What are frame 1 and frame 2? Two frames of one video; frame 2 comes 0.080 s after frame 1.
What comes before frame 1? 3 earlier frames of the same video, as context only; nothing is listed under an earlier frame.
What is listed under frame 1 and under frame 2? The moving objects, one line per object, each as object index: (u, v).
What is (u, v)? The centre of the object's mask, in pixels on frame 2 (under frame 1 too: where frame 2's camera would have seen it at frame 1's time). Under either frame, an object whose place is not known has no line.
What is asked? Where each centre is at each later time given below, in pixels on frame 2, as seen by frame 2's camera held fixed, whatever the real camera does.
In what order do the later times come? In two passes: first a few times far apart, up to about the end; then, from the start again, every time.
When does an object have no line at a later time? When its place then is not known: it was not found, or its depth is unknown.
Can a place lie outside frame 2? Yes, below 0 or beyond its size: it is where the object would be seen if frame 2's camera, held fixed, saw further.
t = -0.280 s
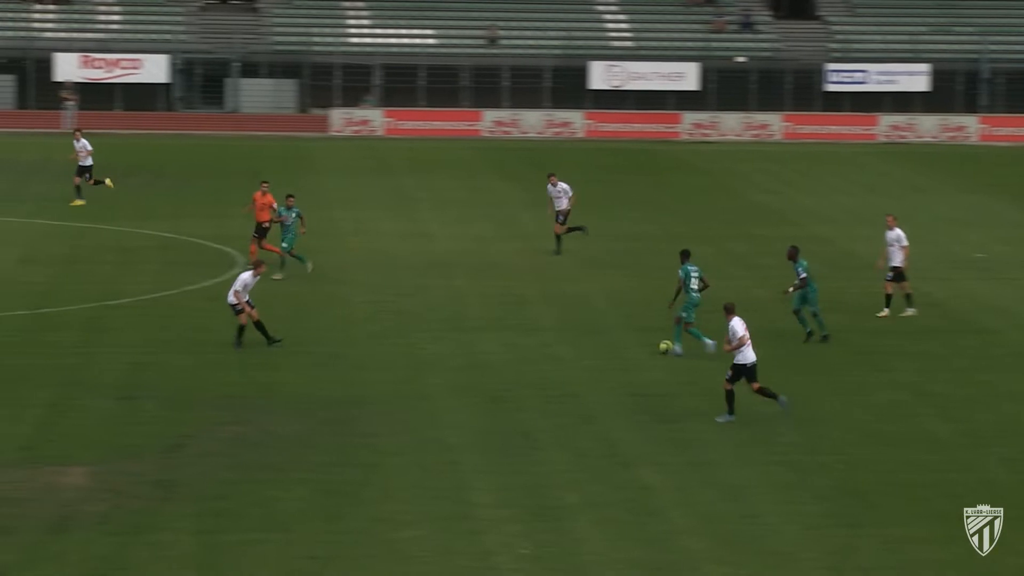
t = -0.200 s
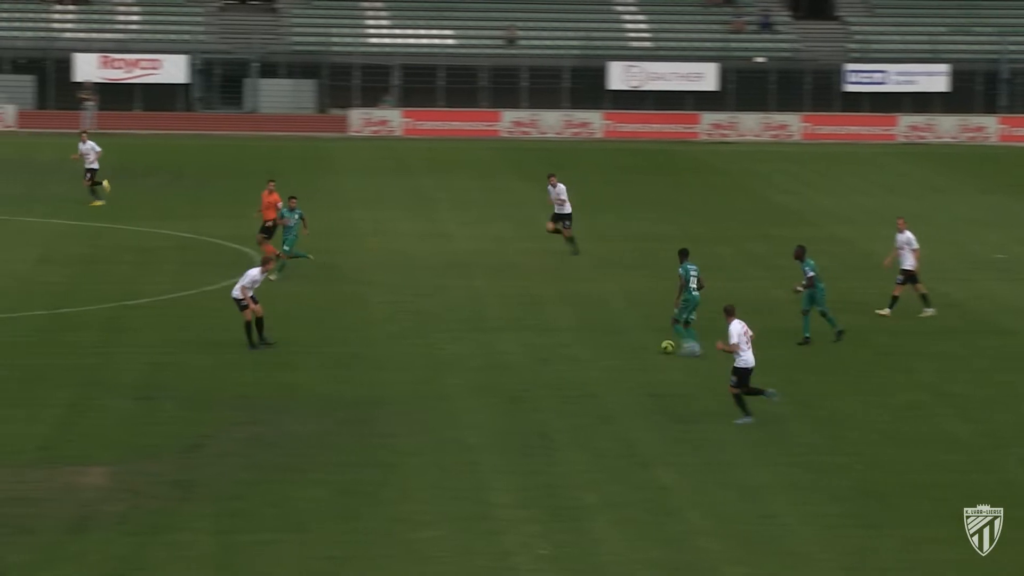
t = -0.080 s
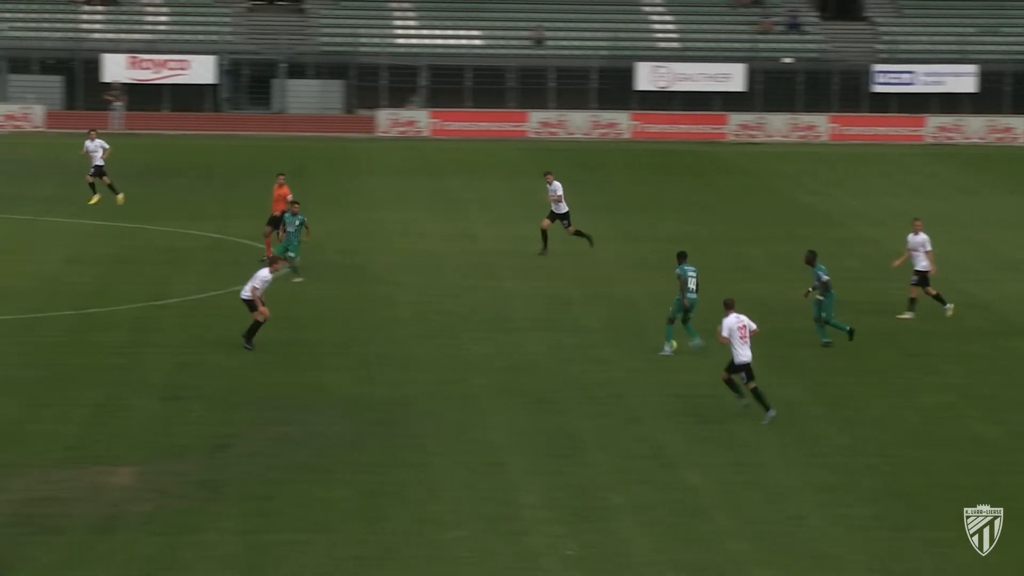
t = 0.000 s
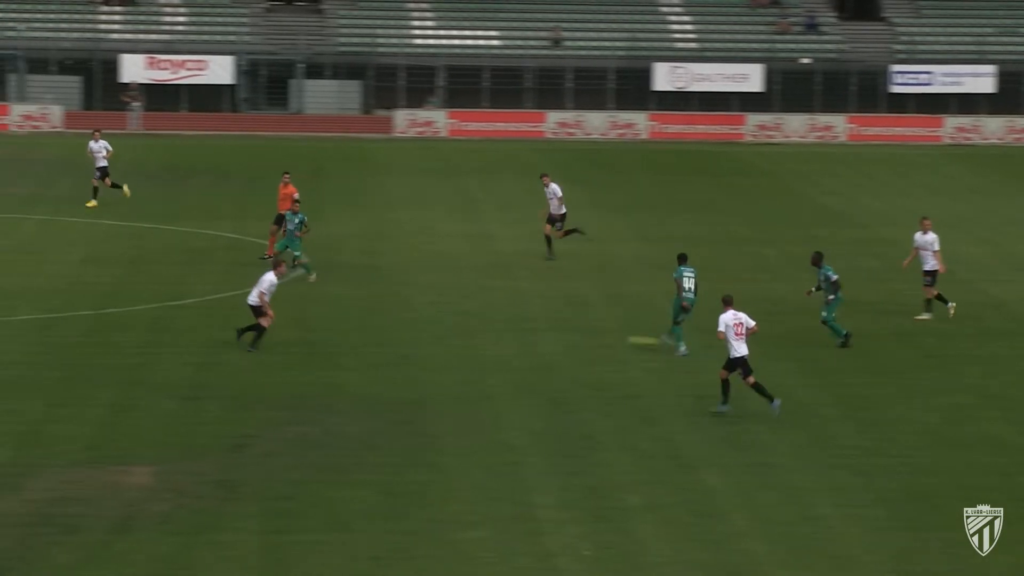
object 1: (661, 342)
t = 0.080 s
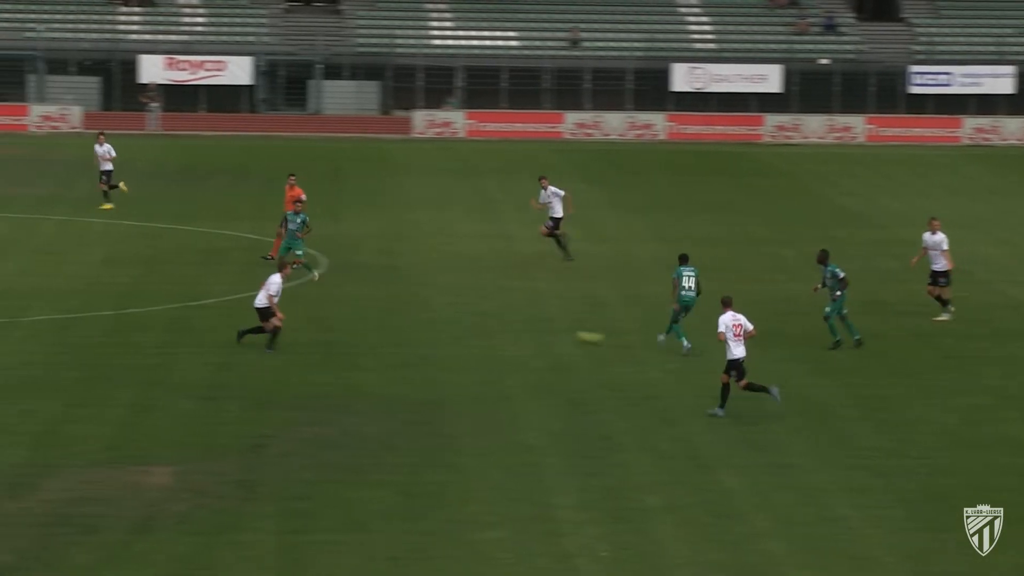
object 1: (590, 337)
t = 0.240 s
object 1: (467, 326)
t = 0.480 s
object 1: (323, 313)
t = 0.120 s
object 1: (558, 334)
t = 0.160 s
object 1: (525, 330)
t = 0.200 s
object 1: (496, 328)
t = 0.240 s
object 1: (467, 326)
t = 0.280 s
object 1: (440, 323)
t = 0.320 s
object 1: (415, 320)
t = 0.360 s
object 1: (390, 318)
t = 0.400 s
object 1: (365, 317)
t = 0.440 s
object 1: (343, 314)
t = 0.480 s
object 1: (323, 313)
